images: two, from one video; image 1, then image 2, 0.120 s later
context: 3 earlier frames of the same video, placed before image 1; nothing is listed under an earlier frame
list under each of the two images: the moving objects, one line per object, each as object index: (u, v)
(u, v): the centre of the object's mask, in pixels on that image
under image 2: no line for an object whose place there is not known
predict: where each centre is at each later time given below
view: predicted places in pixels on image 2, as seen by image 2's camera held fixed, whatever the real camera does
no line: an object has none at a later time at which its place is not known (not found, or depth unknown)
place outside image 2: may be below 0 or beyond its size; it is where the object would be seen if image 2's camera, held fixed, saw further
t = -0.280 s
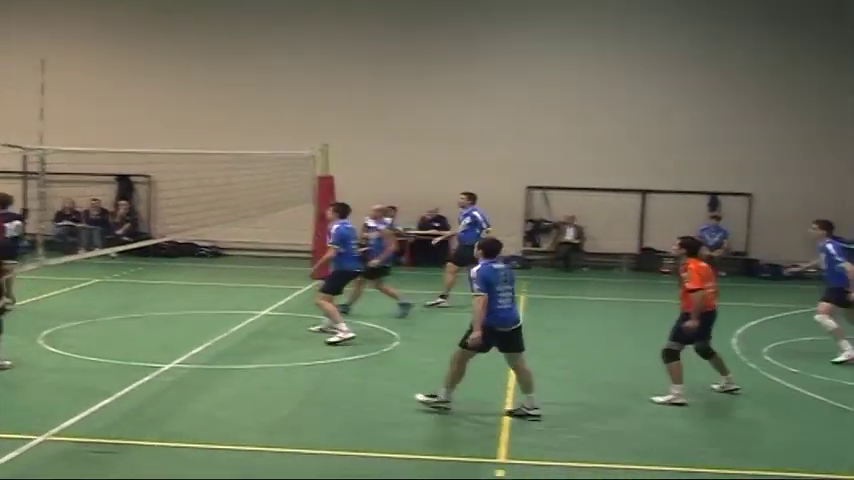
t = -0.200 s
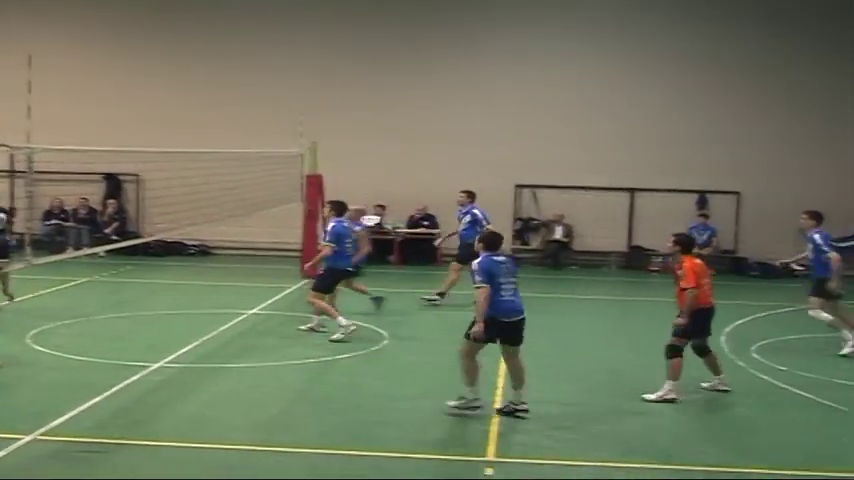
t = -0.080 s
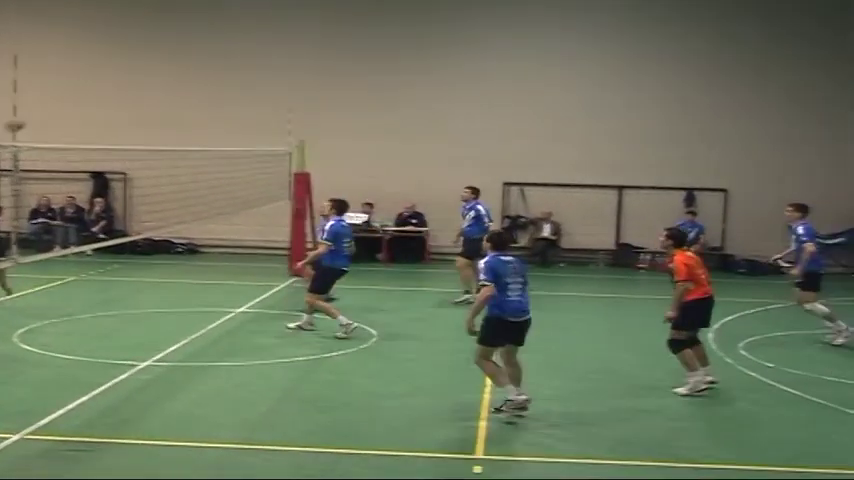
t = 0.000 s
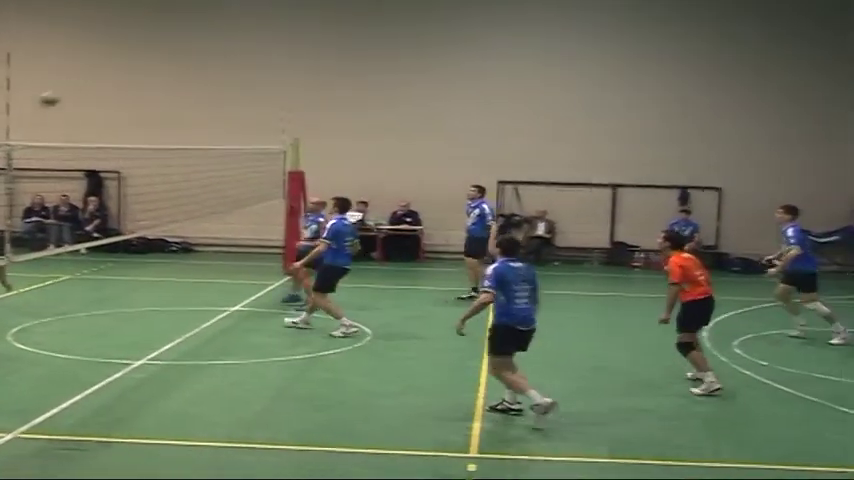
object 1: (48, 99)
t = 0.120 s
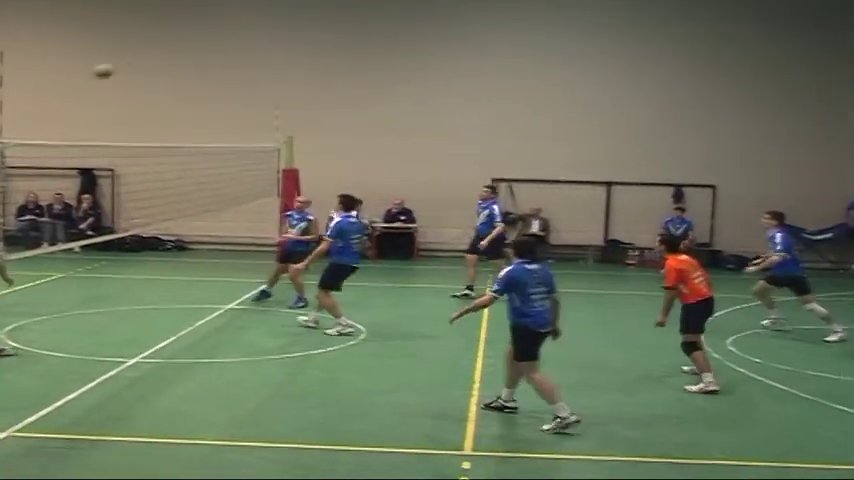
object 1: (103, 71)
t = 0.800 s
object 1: (409, 116)
